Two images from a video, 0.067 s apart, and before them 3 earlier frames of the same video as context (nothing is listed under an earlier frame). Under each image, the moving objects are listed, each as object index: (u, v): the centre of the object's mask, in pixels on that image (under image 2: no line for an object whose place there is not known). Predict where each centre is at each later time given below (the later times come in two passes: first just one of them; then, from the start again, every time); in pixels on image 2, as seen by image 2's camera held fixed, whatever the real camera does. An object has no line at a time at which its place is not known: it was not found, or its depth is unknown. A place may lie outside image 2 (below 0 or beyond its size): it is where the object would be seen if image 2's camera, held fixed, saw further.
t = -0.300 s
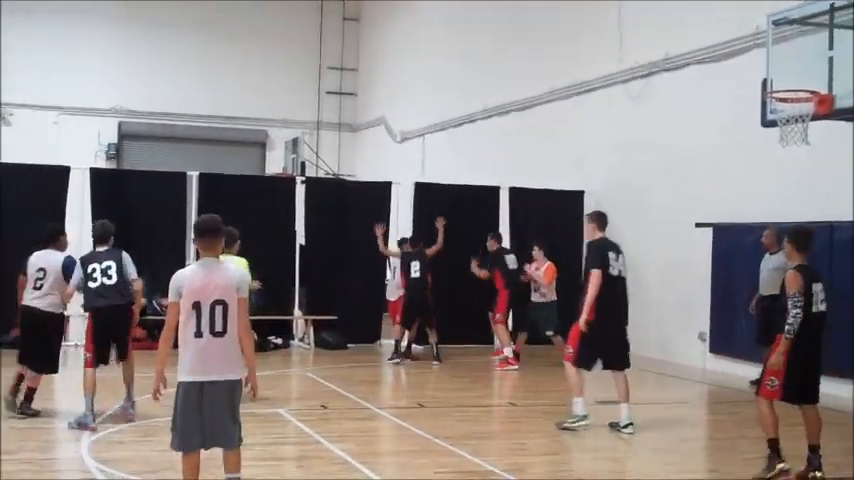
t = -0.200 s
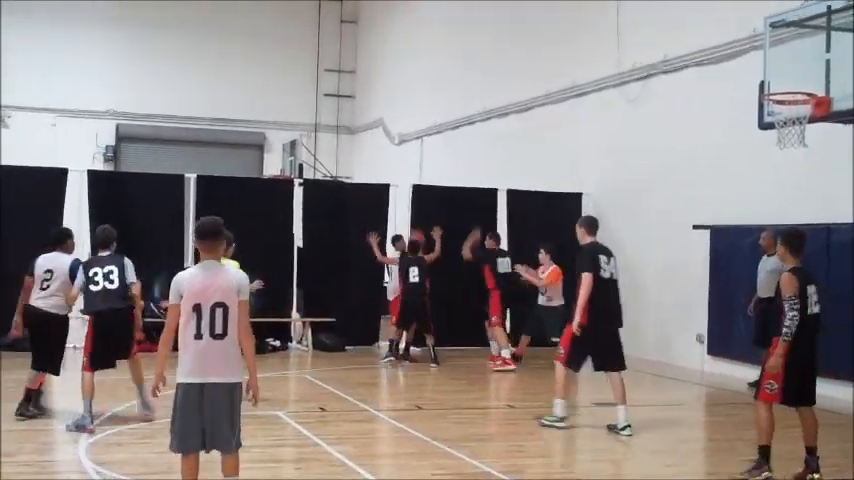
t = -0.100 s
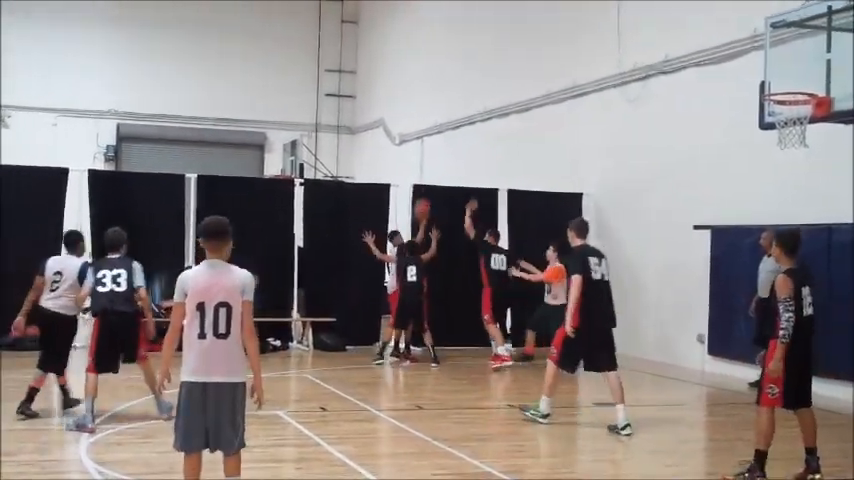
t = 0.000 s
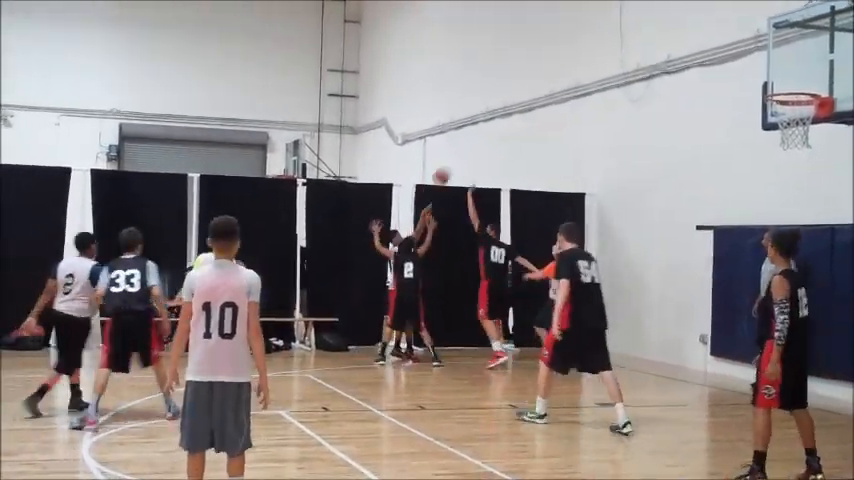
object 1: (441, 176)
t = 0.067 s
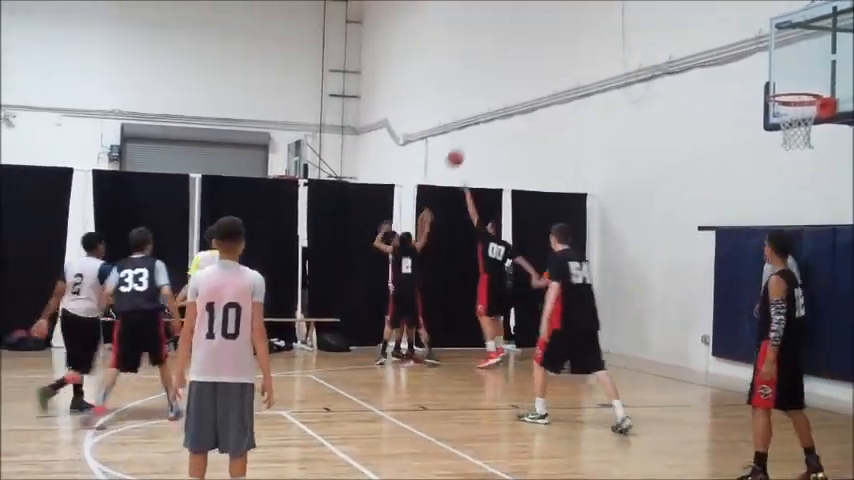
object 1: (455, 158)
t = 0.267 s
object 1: (490, 118)
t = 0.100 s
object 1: (461, 149)
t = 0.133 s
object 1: (467, 142)
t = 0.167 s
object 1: (473, 134)
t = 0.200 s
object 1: (479, 128)
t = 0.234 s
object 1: (484, 122)
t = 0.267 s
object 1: (490, 118)
